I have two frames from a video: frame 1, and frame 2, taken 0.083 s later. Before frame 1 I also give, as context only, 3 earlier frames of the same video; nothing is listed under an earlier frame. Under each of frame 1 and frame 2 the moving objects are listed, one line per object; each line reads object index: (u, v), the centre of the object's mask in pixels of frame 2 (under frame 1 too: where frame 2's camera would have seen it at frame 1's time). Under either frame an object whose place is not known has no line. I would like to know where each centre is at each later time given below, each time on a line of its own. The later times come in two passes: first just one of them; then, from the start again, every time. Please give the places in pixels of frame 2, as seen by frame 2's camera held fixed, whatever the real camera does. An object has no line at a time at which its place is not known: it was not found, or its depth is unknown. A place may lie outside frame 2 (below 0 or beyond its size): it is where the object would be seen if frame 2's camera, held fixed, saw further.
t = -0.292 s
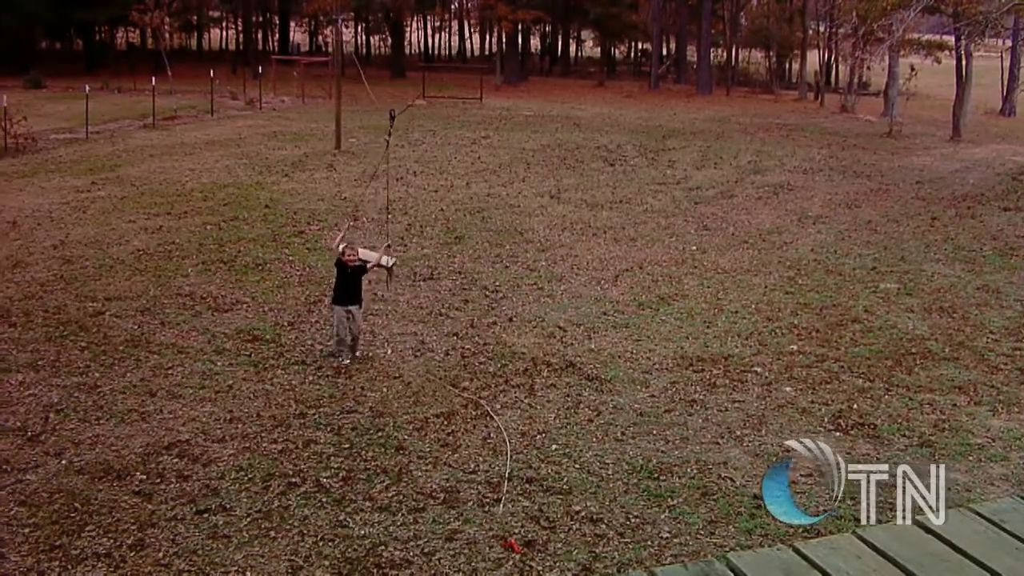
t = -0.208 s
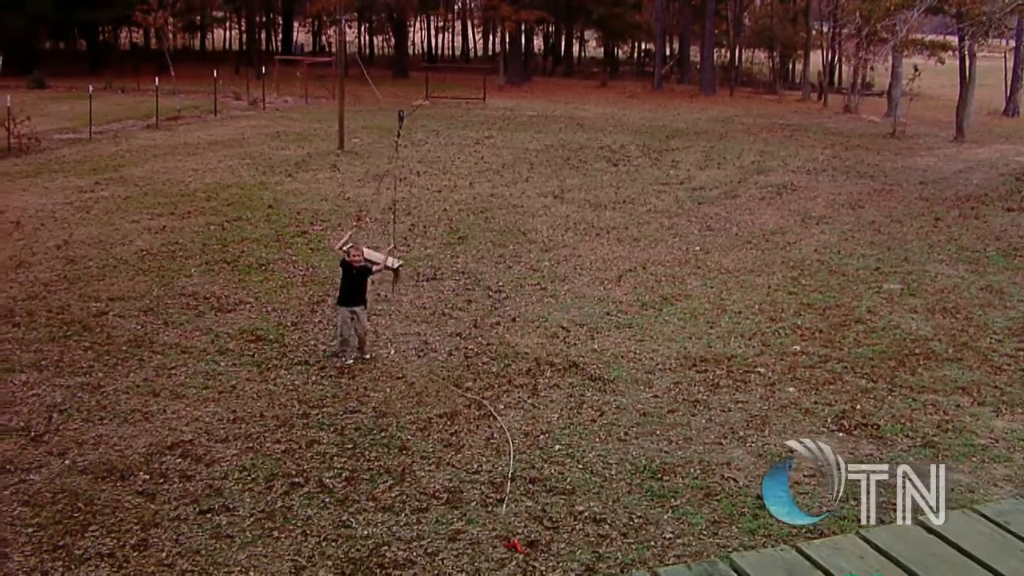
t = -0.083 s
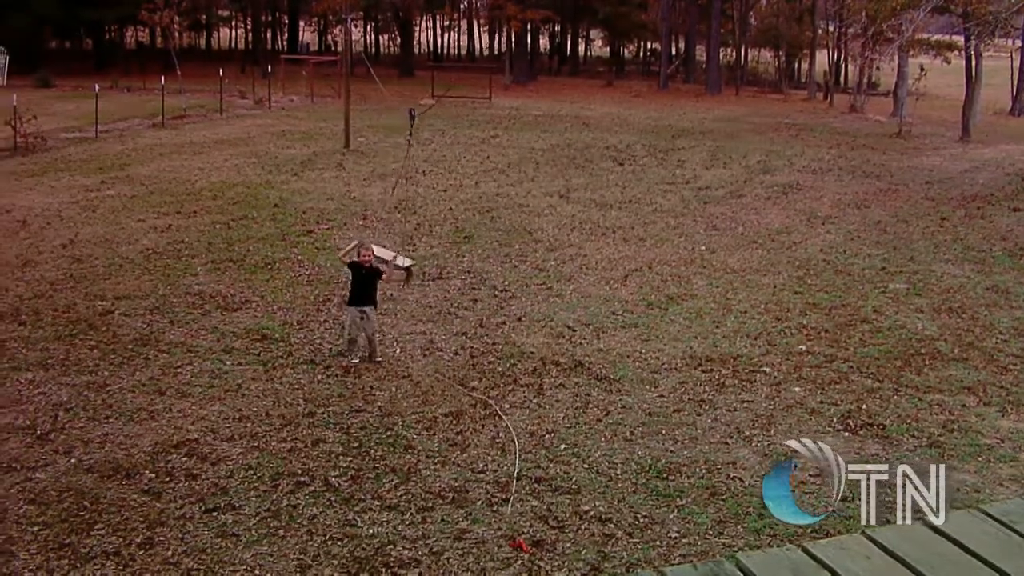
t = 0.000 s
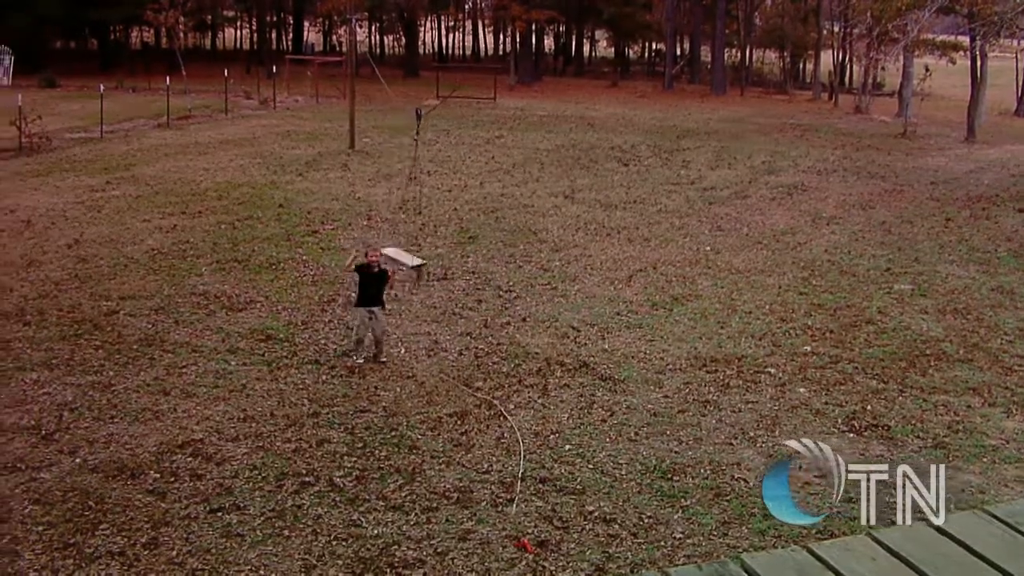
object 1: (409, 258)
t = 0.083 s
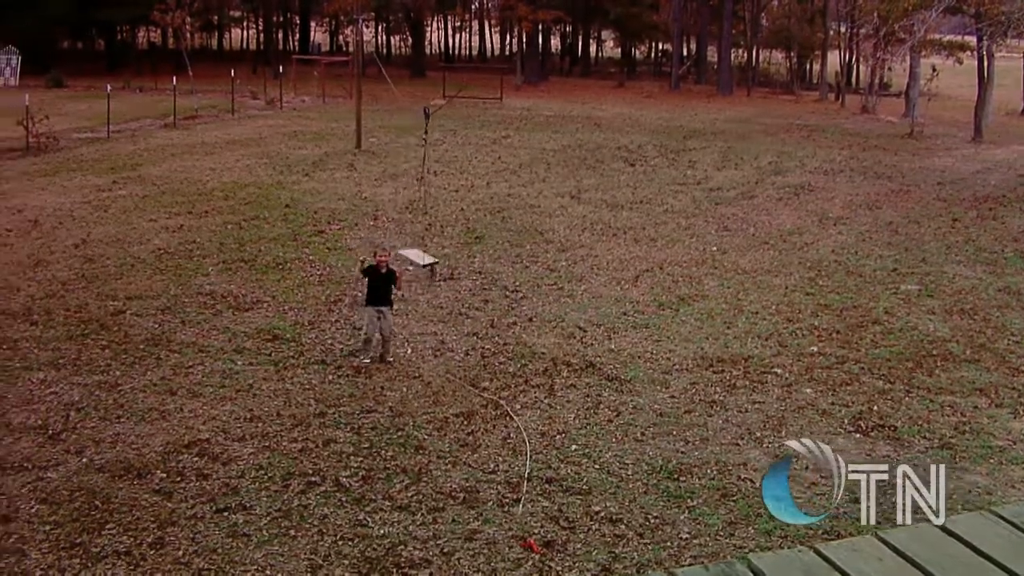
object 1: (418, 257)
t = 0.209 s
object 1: (435, 257)
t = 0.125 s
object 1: (424, 257)
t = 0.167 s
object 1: (429, 258)
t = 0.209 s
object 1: (435, 257)
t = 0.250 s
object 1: (440, 257)
